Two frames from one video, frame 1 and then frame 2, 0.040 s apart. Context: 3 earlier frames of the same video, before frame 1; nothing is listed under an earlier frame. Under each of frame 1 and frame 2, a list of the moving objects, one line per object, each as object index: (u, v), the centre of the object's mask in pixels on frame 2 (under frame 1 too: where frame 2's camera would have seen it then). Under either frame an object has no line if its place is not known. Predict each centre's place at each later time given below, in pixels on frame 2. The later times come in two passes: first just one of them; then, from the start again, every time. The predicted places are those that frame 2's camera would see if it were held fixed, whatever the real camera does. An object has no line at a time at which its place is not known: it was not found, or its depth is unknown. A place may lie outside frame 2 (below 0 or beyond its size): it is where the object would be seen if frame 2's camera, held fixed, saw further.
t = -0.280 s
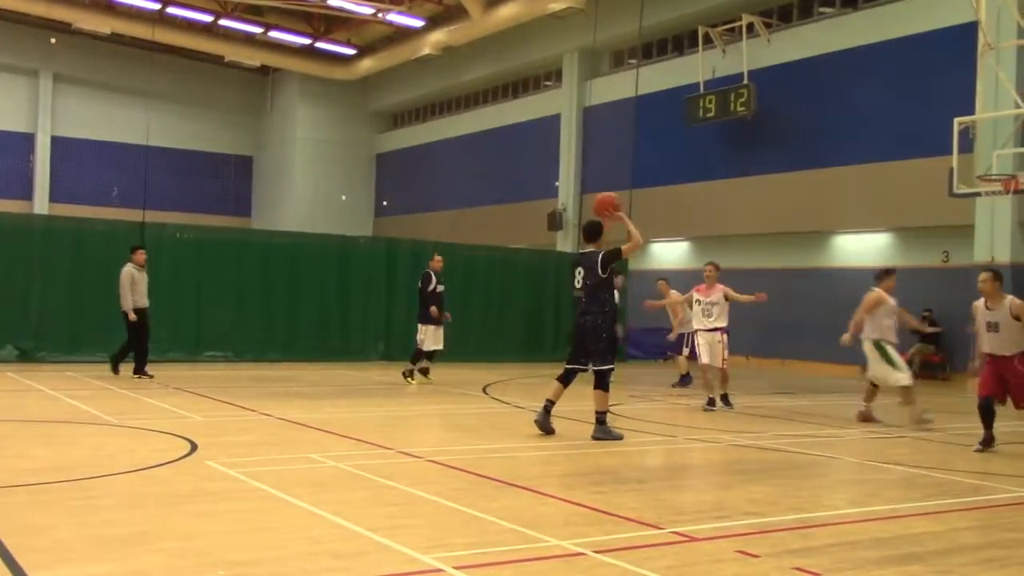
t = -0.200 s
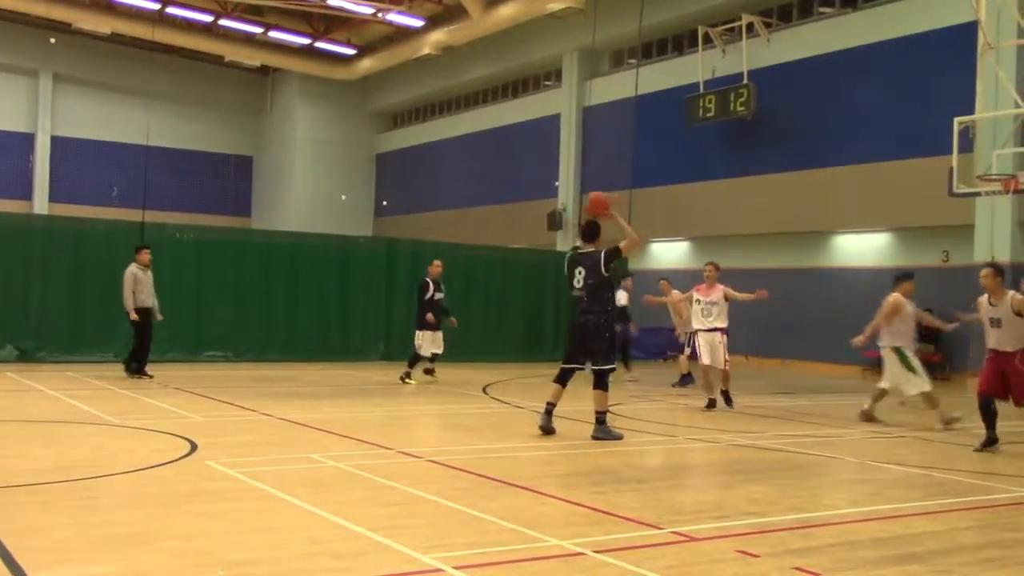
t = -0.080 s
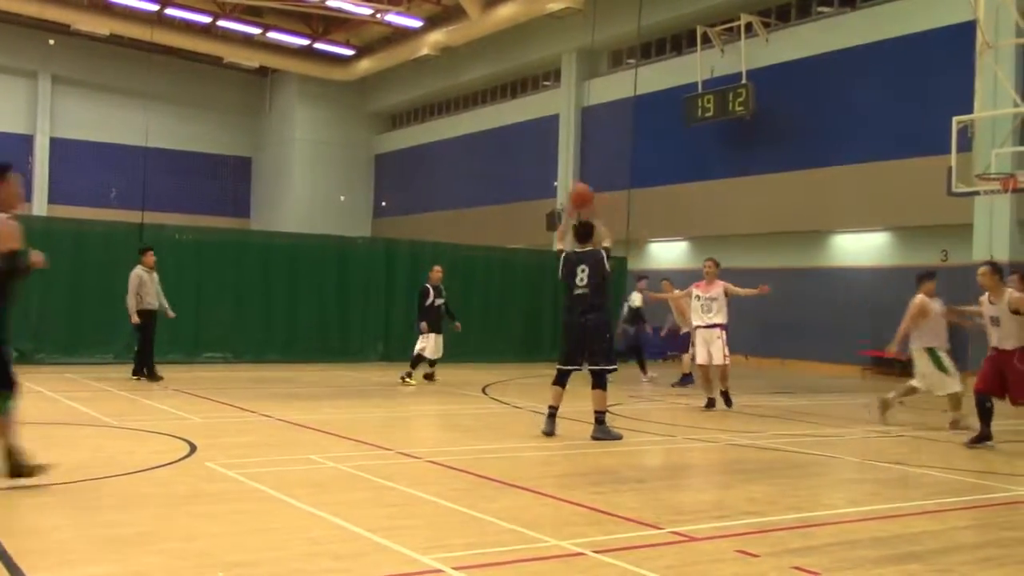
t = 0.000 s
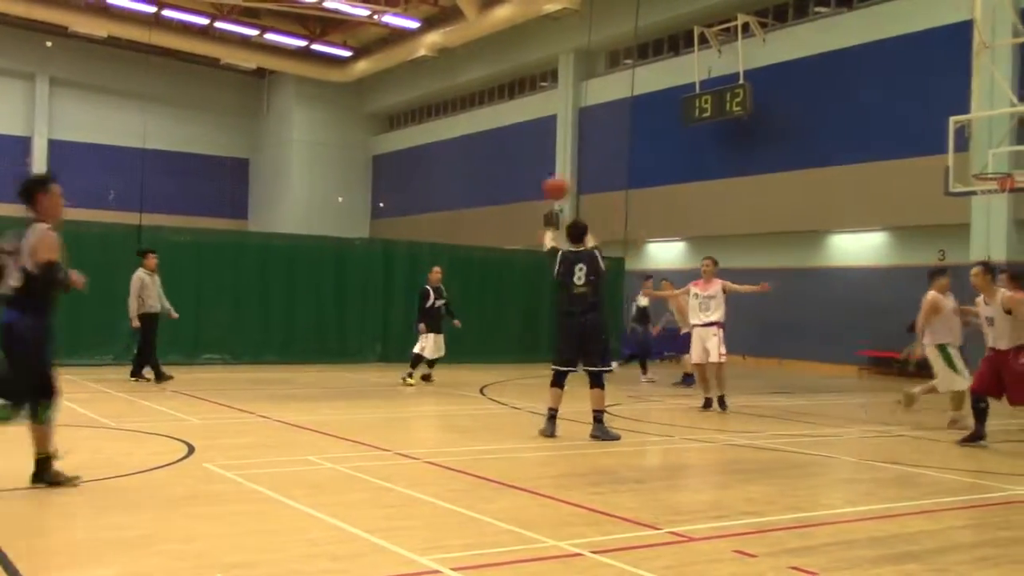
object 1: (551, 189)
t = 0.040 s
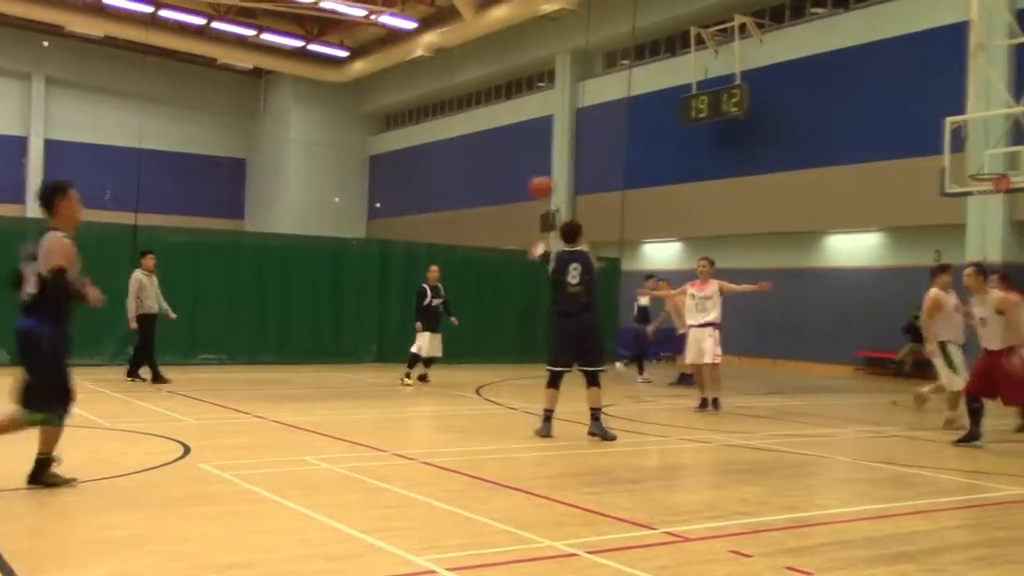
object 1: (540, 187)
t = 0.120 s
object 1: (521, 190)
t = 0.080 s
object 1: (531, 188)
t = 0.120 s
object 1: (521, 190)
